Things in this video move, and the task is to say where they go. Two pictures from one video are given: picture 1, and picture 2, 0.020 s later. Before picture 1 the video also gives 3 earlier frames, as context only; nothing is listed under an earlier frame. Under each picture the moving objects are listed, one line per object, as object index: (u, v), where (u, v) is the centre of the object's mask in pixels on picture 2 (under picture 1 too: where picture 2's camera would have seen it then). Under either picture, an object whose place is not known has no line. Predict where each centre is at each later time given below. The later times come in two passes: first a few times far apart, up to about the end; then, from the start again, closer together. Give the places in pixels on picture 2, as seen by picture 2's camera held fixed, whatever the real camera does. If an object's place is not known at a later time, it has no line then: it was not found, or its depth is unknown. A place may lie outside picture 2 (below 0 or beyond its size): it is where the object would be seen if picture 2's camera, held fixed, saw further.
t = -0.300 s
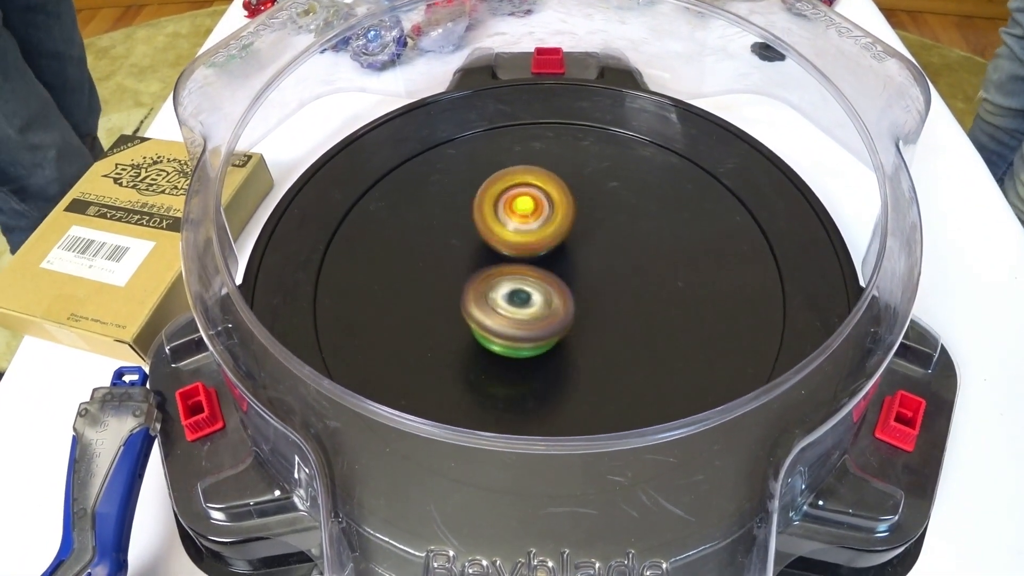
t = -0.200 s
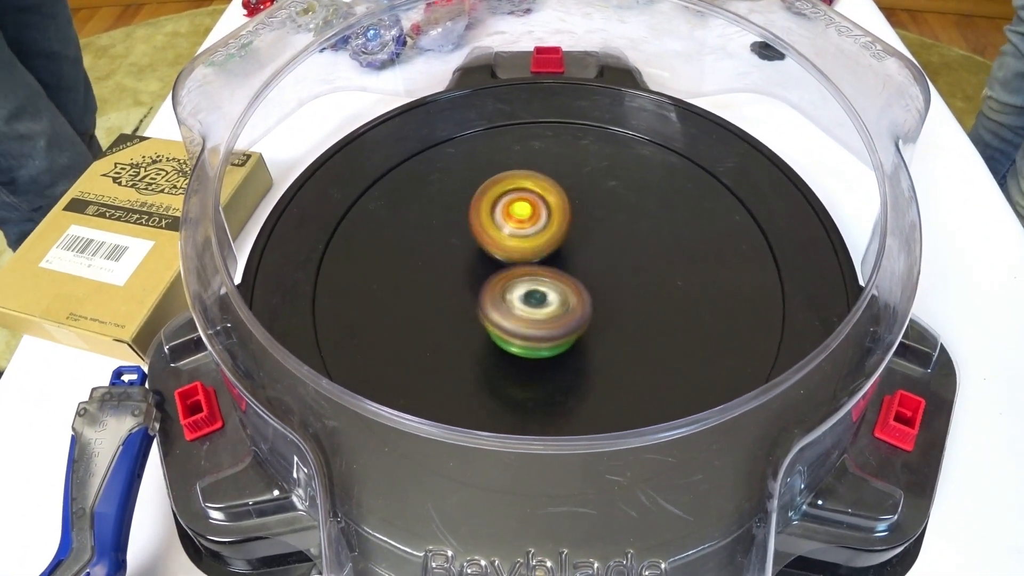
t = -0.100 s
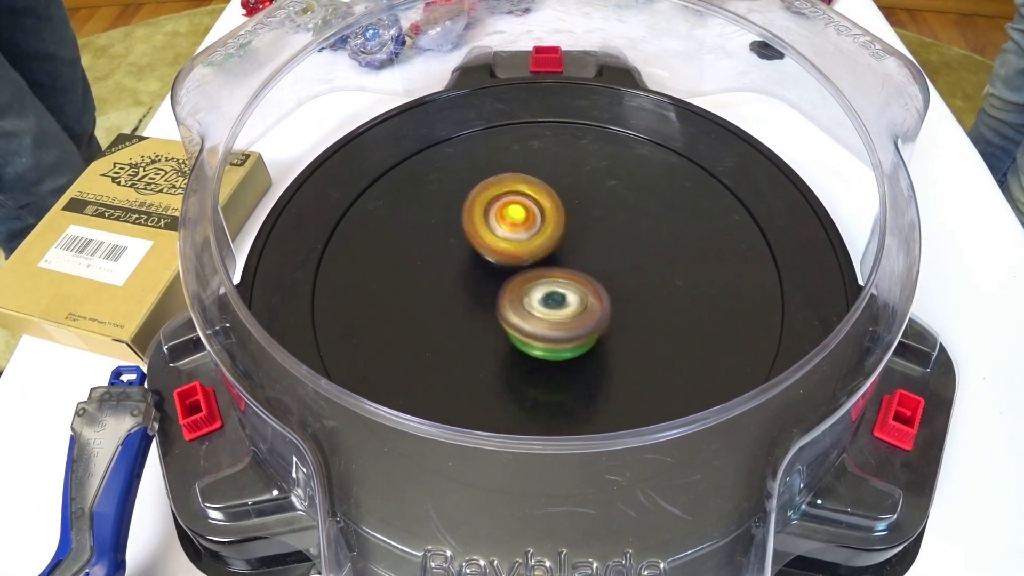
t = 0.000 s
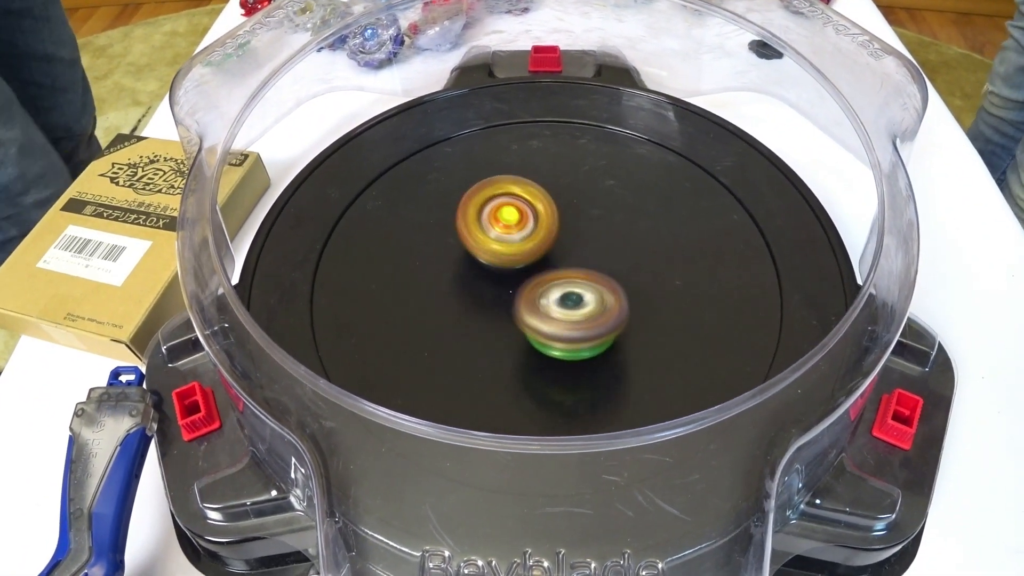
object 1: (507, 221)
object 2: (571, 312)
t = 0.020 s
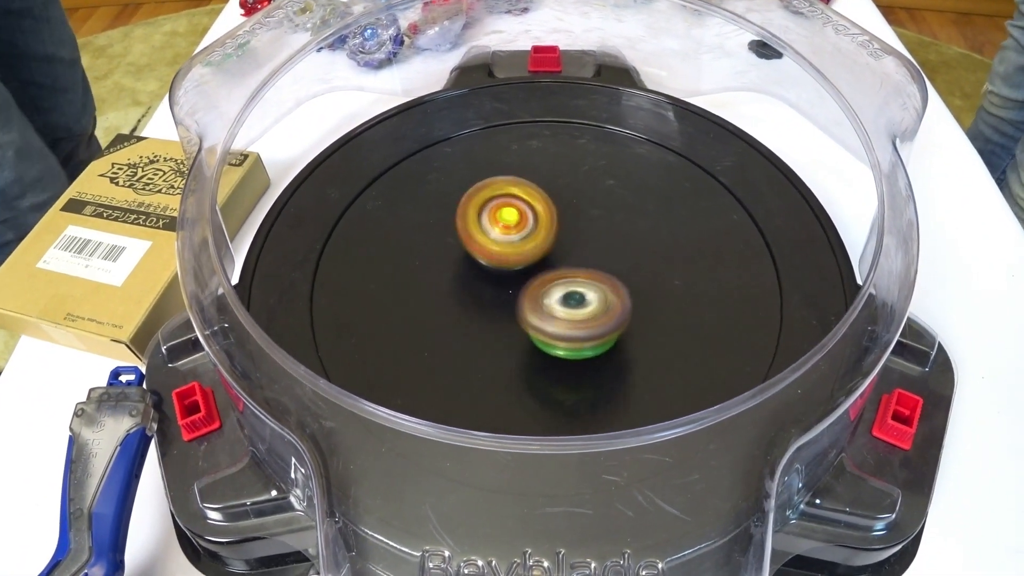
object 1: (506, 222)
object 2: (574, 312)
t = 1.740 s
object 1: (606, 295)
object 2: (465, 201)
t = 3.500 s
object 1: (488, 282)
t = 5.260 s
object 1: (526, 219)
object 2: (547, 325)
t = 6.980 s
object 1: (585, 235)
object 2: (475, 263)
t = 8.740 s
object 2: (489, 237)
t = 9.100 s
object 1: (582, 233)
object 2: (485, 308)
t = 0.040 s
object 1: (507, 223)
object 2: (577, 311)
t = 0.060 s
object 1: (507, 225)
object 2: (580, 310)
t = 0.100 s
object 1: (507, 228)
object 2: (586, 308)
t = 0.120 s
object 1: (507, 230)
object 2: (589, 306)
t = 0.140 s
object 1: (508, 232)
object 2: (591, 305)
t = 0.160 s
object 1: (507, 235)
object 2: (594, 303)
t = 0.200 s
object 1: (508, 239)
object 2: (598, 300)
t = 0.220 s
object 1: (507, 242)
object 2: (600, 298)
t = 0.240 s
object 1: (507, 245)
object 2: (602, 297)
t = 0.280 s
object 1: (498, 246)
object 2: (617, 296)
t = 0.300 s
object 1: (493, 247)
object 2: (624, 295)
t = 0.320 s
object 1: (489, 247)
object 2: (629, 294)
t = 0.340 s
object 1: (488, 248)
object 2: (632, 292)
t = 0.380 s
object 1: (487, 250)
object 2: (636, 289)
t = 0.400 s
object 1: (486, 251)
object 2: (638, 287)
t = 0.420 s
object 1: (487, 252)
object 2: (639, 286)
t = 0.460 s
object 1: (487, 255)
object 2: (640, 282)
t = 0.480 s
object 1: (488, 256)
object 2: (640, 280)
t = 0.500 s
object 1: (489, 257)
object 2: (640, 278)
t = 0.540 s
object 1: (489, 259)
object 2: (639, 274)
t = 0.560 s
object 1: (491, 261)
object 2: (638, 272)
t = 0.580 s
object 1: (492, 263)
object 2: (637, 270)
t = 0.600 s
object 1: (493, 264)
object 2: (636, 268)
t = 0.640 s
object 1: (497, 268)
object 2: (633, 264)
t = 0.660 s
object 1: (498, 270)
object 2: (632, 261)
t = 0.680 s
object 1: (500, 272)
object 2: (630, 259)
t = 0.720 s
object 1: (506, 277)
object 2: (626, 255)
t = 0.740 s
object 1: (507, 279)
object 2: (624, 253)
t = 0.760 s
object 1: (511, 281)
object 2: (622, 251)
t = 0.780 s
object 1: (514, 283)
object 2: (620, 249)
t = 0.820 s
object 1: (516, 289)
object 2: (618, 244)
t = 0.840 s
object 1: (512, 295)
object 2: (621, 238)
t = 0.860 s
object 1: (508, 301)
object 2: (622, 232)
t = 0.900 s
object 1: (503, 308)
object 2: (621, 224)
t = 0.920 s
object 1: (502, 310)
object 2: (619, 221)
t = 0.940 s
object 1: (502, 311)
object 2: (617, 219)
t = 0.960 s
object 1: (502, 312)
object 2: (615, 217)
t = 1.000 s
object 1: (503, 313)
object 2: (610, 214)
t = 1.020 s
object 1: (503, 313)
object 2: (606, 213)
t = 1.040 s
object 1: (505, 313)
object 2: (603, 212)
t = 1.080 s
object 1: (505, 313)
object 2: (595, 209)
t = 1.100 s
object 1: (507, 313)
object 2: (591, 209)
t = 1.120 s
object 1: (507, 313)
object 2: (588, 207)
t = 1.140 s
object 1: (507, 313)
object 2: (583, 207)
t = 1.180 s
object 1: (510, 312)
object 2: (574, 205)
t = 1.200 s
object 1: (510, 311)
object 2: (569, 204)
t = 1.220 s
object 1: (512, 311)
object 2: (566, 203)
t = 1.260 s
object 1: (514, 309)
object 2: (557, 202)
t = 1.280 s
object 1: (516, 308)
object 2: (552, 202)
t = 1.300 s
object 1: (518, 307)
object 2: (548, 202)
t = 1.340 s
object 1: (522, 304)
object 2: (541, 202)
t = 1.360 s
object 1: (525, 303)
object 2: (536, 202)
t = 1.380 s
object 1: (527, 301)
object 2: (533, 202)
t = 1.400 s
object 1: (531, 299)
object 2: (529, 203)
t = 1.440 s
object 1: (538, 295)
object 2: (521, 204)
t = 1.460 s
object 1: (541, 291)
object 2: (517, 204)
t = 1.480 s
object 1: (546, 288)
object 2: (513, 205)
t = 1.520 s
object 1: (561, 292)
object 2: (503, 200)
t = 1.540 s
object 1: (569, 295)
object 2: (496, 196)
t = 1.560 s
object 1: (576, 297)
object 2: (490, 195)
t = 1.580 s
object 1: (582, 298)
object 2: (485, 194)
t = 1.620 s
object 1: (592, 299)
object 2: (477, 193)
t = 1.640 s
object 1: (595, 298)
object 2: (474, 194)
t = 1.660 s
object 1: (599, 298)
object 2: (472, 195)
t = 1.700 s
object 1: (603, 296)
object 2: (468, 197)
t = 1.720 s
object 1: (605, 295)
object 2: (467, 199)
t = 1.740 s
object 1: (606, 295)
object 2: (465, 201)
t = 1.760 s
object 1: (606, 293)
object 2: (464, 203)
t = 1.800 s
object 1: (608, 291)
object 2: (463, 207)
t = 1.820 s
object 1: (607, 290)
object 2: (462, 210)
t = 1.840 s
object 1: (608, 289)
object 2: (461, 212)
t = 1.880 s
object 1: (607, 286)
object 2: (461, 218)
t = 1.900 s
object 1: (606, 284)
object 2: (461, 221)
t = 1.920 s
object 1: (605, 283)
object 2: (461, 224)
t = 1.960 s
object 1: (604, 280)
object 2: (461, 231)
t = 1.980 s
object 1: (602, 278)
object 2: (461, 235)
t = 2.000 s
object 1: (601, 277)
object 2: (461, 238)
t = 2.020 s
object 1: (600, 275)
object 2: (462, 242)
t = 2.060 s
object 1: (596, 270)
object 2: (463, 250)
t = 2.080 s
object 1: (595, 268)
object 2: (464, 254)
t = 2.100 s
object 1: (592, 265)
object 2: (465, 258)
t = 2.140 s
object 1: (588, 259)
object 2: (468, 267)
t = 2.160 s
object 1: (585, 256)
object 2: (469, 272)
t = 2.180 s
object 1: (583, 252)
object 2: (470, 276)
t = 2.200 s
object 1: (581, 250)
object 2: (472, 281)
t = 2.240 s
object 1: (575, 242)
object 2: (476, 290)
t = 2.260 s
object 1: (572, 239)
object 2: (477, 294)
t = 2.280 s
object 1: (568, 235)
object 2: (479, 298)
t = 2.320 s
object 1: (562, 228)
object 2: (484, 307)
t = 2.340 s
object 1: (559, 224)
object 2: (486, 310)
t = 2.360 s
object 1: (558, 221)
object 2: (489, 314)
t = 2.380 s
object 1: (554, 217)
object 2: (492, 318)
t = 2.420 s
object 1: (550, 212)
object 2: (497, 324)
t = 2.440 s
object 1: (547, 209)
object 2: (500, 327)
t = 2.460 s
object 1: (545, 206)
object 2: (504, 330)
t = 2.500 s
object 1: (541, 203)
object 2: (509, 335)
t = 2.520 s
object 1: (540, 202)
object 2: (513, 338)
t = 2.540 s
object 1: (538, 202)
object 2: (515, 340)
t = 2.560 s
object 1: (537, 201)
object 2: (518, 341)
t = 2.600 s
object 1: (535, 201)
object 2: (523, 344)
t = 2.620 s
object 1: (534, 201)
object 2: (525, 344)
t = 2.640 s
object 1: (533, 202)
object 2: (528, 345)
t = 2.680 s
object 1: (532, 203)
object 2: (533, 345)
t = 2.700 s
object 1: (531, 205)
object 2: (535, 345)
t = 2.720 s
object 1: (530, 205)
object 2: (537, 344)
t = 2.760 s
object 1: (530, 208)
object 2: (542, 343)
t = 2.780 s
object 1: (528, 208)
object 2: (544, 342)
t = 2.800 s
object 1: (529, 210)
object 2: (546, 342)
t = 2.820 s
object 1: (527, 212)
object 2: (549, 340)
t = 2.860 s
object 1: (526, 215)
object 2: (553, 338)
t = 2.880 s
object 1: (524, 217)
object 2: (555, 336)
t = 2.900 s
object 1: (523, 219)
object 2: (558, 335)
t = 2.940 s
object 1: (519, 224)
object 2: (561, 332)
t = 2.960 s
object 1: (518, 227)
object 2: (564, 329)
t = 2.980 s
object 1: (516, 231)
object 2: (565, 327)
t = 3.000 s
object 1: (513, 234)
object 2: (567, 325)
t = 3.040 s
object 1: (508, 242)
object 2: (571, 321)
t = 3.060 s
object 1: (505, 244)
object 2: (575, 319)
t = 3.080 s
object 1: (500, 246)
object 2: (580, 317)
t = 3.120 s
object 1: (492, 251)
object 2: (586, 312)
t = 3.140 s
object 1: (489, 253)
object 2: (588, 309)
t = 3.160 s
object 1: (486, 255)
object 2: (590, 305)
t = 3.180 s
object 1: (484, 257)
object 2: (592, 302)
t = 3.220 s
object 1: (481, 261)
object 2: (596, 294)
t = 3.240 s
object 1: (479, 263)
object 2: (597, 290)
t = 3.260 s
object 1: (478, 264)
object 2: (599, 286)
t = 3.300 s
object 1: (477, 268)
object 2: (601, 277)
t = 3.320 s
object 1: (478, 270)
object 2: (602, 273)
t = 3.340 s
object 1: (479, 272)
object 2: (603, 268)
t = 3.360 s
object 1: (479, 272)
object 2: (604, 264)
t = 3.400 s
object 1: (481, 275)
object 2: (604, 255)
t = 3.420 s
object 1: (483, 276)
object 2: (604, 251)
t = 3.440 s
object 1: (484, 278)
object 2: (604, 246)
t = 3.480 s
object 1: (487, 280)
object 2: (602, 238)
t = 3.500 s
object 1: (488, 282)
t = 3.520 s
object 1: (491, 283)
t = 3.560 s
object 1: (495, 285)
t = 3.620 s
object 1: (504, 290)
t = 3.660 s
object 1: (511, 293)
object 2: (589, 209)
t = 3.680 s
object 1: (515, 294)
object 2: (587, 207)
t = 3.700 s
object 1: (518, 295)
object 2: (585, 205)
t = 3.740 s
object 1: (528, 298)
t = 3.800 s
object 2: (575, 198)
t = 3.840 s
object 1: (549, 301)
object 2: (571, 196)
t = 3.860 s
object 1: (553, 301)
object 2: (569, 195)
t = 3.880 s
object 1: (557, 302)
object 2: (567, 195)
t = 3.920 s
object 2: (562, 195)
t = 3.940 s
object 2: (561, 195)
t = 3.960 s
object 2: (559, 195)
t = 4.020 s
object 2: (553, 197)
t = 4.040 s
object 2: (551, 197)
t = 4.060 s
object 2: (549, 198)
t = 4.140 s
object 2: (541, 203)
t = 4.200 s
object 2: (533, 208)
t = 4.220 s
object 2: (531, 210)
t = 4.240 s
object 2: (529, 212)
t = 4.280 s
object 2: (523, 216)
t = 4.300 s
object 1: (594, 280)
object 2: (520, 218)
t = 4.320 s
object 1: (600, 282)
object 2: (514, 219)
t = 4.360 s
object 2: (500, 219)
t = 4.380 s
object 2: (494, 220)
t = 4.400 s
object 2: (490, 222)
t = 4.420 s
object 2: (485, 224)
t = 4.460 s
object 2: (480, 229)
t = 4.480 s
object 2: (477, 231)
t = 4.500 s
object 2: (476, 234)
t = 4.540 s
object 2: (474, 239)
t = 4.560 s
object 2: (474, 242)
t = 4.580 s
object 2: (474, 245)
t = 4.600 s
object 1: (604, 281)
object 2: (473, 248)
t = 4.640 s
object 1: (600, 279)
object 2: (474, 254)
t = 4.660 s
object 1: (596, 277)
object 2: (475, 257)
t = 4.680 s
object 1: (594, 275)
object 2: (476, 261)
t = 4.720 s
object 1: (588, 270)
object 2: (477, 269)
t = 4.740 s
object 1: (589, 268)
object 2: (474, 273)
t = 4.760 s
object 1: (590, 264)
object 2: (470, 277)
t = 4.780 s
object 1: (591, 262)
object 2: (469, 281)
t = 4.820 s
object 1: (590, 257)
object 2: (468, 288)
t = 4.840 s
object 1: (588, 255)
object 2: (469, 291)
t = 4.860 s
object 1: (587, 253)
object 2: (469, 294)
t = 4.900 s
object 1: (582, 249)
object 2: (473, 300)
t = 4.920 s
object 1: (579, 247)
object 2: (476, 303)
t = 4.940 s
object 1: (576, 245)
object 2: (479, 306)
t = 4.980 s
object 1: (570, 241)
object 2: (486, 311)
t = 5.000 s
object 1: (567, 239)
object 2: (489, 312)
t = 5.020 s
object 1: (563, 236)
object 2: (493, 315)
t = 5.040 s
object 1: (561, 234)
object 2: (497, 317)
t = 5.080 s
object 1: (554, 230)
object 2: (506, 320)
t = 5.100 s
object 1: (549, 228)
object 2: (510, 322)
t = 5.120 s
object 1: (547, 226)
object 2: (516, 323)
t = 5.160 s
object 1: (540, 223)
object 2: (524, 325)
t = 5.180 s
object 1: (537, 222)
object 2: (529, 325)
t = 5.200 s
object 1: (534, 221)
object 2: (533, 325)
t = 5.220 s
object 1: (531, 220)
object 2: (538, 325)
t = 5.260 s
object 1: (526, 219)
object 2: (547, 325)
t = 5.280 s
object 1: (523, 219)
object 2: (551, 324)
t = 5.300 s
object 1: (521, 219)
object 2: (555, 324)
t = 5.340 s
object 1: (517, 219)
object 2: (564, 322)
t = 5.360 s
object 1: (514, 220)
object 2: (568, 320)
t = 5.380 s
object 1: (513, 220)
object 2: (572, 319)
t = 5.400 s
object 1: (511, 221)
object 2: (577, 317)
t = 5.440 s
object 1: (509, 222)
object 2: (584, 313)
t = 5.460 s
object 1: (508, 222)
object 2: (589, 310)
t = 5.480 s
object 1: (508, 224)
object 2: (592, 308)
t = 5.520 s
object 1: (507, 227)
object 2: (600, 302)
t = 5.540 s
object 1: (505, 228)
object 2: (604, 299)
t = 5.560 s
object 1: (506, 230)
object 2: (607, 296)
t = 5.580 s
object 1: (504, 232)
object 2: (610, 293)
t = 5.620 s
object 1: (503, 235)
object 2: (615, 286)
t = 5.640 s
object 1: (504, 237)
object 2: (618, 282)
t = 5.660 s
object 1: (503, 240)
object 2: (620, 280)
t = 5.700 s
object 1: (503, 244)
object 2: (623, 273)
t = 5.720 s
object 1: (503, 246)
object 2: (625, 270)
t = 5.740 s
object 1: (503, 249)
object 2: (625, 267)
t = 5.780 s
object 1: (503, 255)
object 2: (625, 262)
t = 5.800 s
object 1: (503, 258)
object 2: (625, 260)
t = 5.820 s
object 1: (504, 262)
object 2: (624, 257)
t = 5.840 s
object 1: (504, 264)
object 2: (623, 256)
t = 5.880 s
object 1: (506, 271)
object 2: (620, 252)
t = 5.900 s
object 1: (508, 275)
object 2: (619, 250)
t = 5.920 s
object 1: (508, 278)
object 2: (617, 247)
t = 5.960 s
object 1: (512, 285)
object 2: (613, 243)
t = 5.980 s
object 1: (514, 287)
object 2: (610, 242)
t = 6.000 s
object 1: (516, 291)
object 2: (608, 240)
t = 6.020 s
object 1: (518, 294)
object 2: (605, 238)
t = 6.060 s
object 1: (521, 299)
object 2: (599, 233)
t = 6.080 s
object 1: (523, 302)
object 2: (596, 231)
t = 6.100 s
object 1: (525, 304)
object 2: (592, 229)
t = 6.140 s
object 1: (528, 307)
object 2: (584, 225)
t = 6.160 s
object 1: (531, 309)
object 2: (580, 223)
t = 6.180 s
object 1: (532, 310)
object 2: (575, 222)
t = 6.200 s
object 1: (534, 310)
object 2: (571, 220)
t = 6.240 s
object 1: (537, 311)
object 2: (561, 217)
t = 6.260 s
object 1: (537, 310)
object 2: (557, 216)
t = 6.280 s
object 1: (539, 310)
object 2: (552, 215)
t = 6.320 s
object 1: (541, 309)
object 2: (542, 213)
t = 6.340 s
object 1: (541, 309)
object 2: (538, 212)
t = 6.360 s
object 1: (544, 308)
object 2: (533, 212)
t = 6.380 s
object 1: (544, 307)
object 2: (530, 212)
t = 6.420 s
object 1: (547, 304)
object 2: (522, 211)
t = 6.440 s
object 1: (549, 302)
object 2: (518, 212)
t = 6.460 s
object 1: (550, 301)
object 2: (515, 212)
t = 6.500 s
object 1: (555, 296)
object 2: (508, 214)
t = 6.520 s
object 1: (557, 294)
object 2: (505, 215)
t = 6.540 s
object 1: (559, 292)
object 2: (502, 216)
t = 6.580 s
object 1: (564, 287)
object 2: (495, 218)
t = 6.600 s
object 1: (568, 284)
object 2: (493, 219)
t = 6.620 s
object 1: (569, 282)
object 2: (489, 220)
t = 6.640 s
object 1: (572, 279)
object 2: (486, 222)
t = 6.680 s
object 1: (576, 273)
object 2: (482, 226)
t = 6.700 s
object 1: (577, 271)
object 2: (479, 227)
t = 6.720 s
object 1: (579, 268)
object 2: (478, 229)
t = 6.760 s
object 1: (581, 262)
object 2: (476, 233)
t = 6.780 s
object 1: (582, 260)
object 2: (475, 235)
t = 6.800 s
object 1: (582, 256)
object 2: (475, 237)
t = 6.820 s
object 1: (583, 254)
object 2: (474, 239)
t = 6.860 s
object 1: (583, 249)
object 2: (474, 244)
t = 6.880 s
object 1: (583, 246)
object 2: (475, 248)
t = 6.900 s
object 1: (584, 244)
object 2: (474, 250)
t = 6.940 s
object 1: (585, 239)
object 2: (474, 257)
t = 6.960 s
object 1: (585, 236)
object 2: (475, 261)
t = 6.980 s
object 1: (585, 235)
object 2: (475, 263)
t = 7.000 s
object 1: (583, 232)
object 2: (477, 267)
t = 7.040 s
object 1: (582, 229)
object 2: (481, 274)
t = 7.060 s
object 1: (580, 229)
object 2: (483, 277)
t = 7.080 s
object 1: (579, 227)
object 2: (486, 281)
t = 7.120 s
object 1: (576, 225)
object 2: (493, 288)
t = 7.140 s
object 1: (574, 225)
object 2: (495, 291)
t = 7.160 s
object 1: (572, 224)
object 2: (500, 295)
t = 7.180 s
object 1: (570, 224)
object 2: (503, 298)
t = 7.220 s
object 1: (566, 224)
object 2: (511, 304)
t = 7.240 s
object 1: (564, 223)
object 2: (517, 307)
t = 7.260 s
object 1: (561, 224)
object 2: (521, 310)
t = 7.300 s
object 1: (556, 224)
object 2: (530, 315)
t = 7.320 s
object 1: (554, 224)
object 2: (536, 317)
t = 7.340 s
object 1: (550, 225)
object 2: (540, 319)
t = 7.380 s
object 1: (544, 225)
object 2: (548, 322)
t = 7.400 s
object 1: (541, 225)
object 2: (552, 322)
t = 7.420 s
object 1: (537, 227)
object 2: (556, 323)
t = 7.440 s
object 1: (535, 227)
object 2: (559, 322)
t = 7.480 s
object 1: (528, 230)
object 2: (565, 321)
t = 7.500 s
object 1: (524, 231)
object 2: (569, 321)
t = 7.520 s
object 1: (521, 232)
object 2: (572, 319)
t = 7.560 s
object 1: (514, 235)
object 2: (577, 317)
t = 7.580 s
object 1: (510, 237)
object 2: (579, 315)
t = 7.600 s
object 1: (508, 239)
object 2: (581, 314)
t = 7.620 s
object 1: (504, 241)
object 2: (583, 312)
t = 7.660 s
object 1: (499, 244)
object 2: (587, 308)
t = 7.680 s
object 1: (498, 246)
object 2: (588, 306)
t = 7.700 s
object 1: (495, 247)
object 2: (589, 303)
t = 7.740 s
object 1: (491, 250)
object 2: (593, 297)
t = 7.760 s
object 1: (490, 252)
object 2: (595, 295)
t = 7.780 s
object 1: (488, 253)
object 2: (596, 291)
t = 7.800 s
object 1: (487, 256)
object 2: (598, 288)
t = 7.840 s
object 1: (487, 259)
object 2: (600, 280)
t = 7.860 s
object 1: (486, 260)
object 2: (600, 277)
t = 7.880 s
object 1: (487, 262)
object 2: (601, 273)
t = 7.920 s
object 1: (486, 266)
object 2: (603, 265)
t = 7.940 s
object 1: (486, 267)
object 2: (604, 261)
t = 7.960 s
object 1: (486, 270)
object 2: (604, 257)
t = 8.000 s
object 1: (487, 274)
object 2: (603, 250)
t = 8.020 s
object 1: (490, 275)
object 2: (601, 246)
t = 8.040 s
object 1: (491, 277)
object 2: (600, 242)
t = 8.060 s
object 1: (493, 279)
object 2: (598, 238)
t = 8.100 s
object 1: (498, 283)
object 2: (594, 231)
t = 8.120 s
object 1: (499, 284)
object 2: (591, 229)
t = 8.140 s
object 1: (503, 286)
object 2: (588, 225)
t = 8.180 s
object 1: (509, 290)
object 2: (582, 220)
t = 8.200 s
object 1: (511, 291)
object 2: (579, 217)
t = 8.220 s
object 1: (515, 293)
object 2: (575, 215)
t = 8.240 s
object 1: (518, 294)
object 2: (572, 212)
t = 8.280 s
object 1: (526, 297)
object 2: (565, 209)
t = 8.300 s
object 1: (530, 299)
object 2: (561, 208)
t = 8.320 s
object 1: (533, 299)
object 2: (557, 206)
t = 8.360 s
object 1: (541, 300)
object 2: (549, 205)
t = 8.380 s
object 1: (544, 301)
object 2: (547, 204)
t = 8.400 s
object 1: (548, 300)
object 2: (542, 205)
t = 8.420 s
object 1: (551, 300)
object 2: (540, 205)
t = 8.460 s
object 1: (558, 299)
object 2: (532, 206)
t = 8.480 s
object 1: (563, 298)
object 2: (529, 207)
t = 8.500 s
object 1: (565, 298)
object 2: (526, 208)
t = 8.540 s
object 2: (518, 211)
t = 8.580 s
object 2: (512, 215)
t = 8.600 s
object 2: (510, 217)
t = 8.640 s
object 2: (503, 222)
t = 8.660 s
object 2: (501, 224)
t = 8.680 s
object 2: (497, 227)
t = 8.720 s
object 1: (588, 279)
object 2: (492, 233)
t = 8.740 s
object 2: (489, 237)
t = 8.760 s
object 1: (590, 274)
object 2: (488, 239)
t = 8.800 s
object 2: (485, 247)
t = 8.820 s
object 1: (593, 268)
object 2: (481, 250)
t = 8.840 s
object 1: (594, 265)
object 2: (478, 255)
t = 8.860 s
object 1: (594, 263)
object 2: (476, 259)
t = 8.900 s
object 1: (595, 257)
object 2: (473, 268)
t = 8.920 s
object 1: (595, 254)
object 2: (472, 272)
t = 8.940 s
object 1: (594, 251)
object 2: (472, 276)
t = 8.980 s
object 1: (593, 247)
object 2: (473, 285)
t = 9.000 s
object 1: (592, 244)
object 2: (474, 289)
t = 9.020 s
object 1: (590, 241)
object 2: (475, 293)
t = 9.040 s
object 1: (588, 240)
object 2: (478, 298)
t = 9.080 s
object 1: (583, 235)
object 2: (482, 304)
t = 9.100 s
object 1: (582, 233)
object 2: (485, 308)
